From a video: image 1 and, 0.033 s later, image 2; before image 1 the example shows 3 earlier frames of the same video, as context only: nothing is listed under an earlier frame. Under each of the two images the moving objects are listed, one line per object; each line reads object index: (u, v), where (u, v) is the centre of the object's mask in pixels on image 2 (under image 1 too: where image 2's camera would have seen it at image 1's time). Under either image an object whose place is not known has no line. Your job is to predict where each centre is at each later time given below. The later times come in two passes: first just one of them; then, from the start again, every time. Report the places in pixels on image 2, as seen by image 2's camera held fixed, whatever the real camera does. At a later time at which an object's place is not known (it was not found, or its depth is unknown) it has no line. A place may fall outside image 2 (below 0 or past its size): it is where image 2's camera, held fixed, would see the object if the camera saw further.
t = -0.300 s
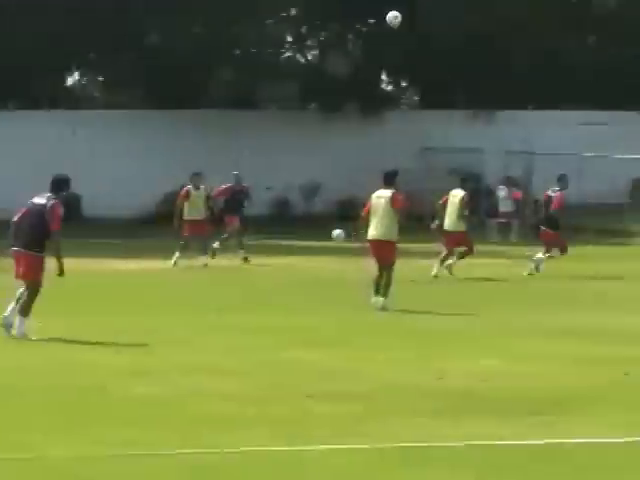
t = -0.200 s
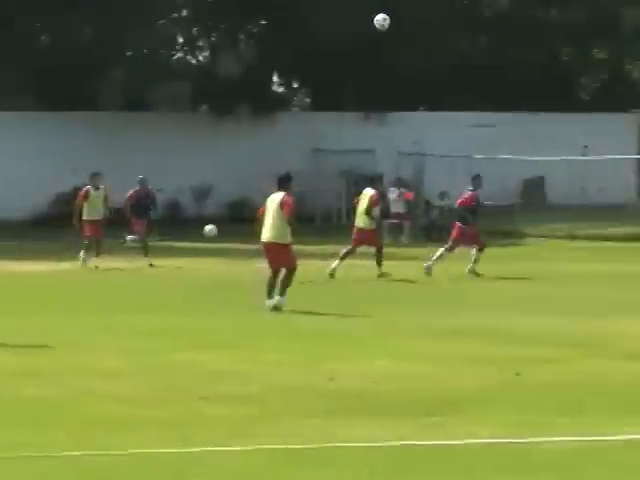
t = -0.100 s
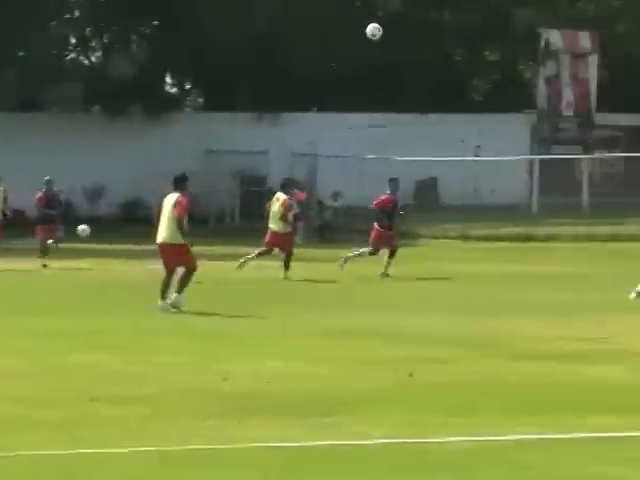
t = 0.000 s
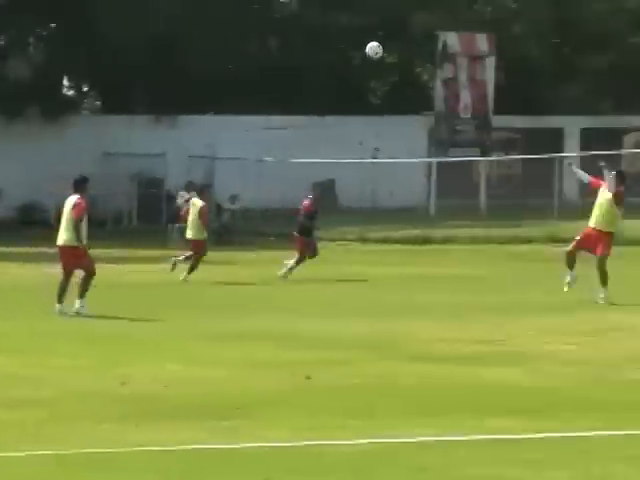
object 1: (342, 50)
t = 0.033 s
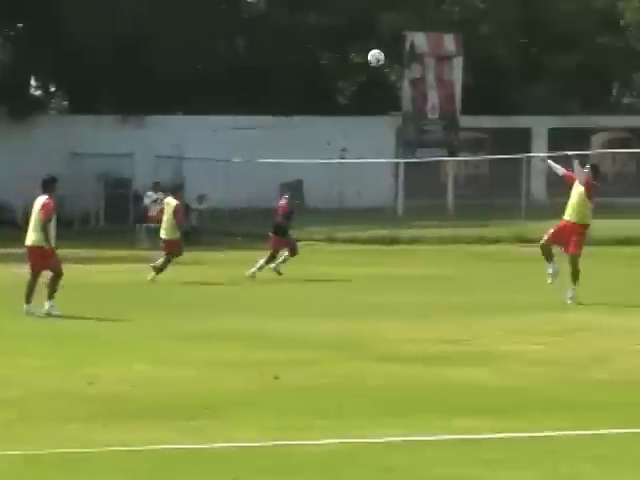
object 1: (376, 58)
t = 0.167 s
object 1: (518, 93)
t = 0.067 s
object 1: (411, 67)
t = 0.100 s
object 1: (445, 73)
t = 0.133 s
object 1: (481, 83)
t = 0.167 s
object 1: (518, 93)
